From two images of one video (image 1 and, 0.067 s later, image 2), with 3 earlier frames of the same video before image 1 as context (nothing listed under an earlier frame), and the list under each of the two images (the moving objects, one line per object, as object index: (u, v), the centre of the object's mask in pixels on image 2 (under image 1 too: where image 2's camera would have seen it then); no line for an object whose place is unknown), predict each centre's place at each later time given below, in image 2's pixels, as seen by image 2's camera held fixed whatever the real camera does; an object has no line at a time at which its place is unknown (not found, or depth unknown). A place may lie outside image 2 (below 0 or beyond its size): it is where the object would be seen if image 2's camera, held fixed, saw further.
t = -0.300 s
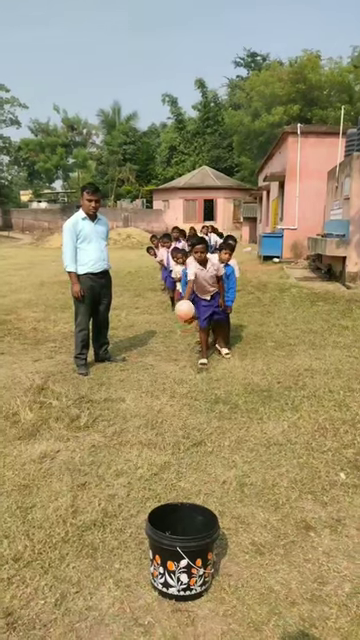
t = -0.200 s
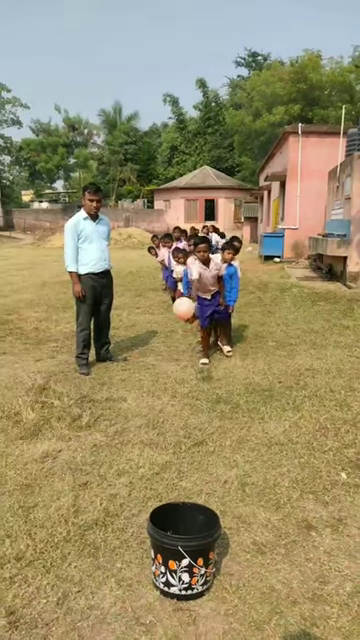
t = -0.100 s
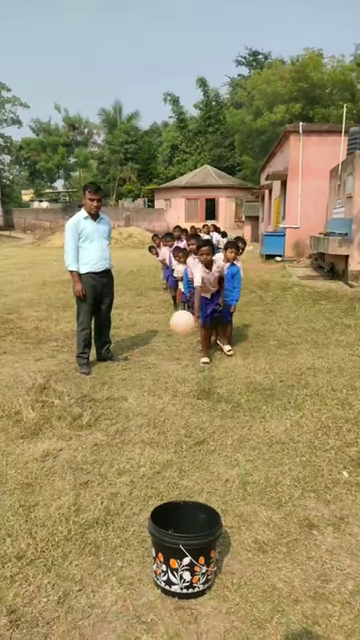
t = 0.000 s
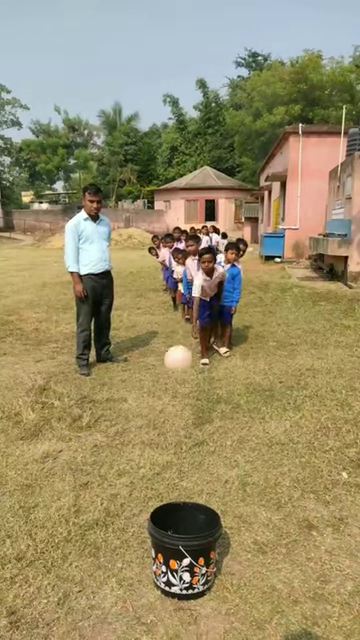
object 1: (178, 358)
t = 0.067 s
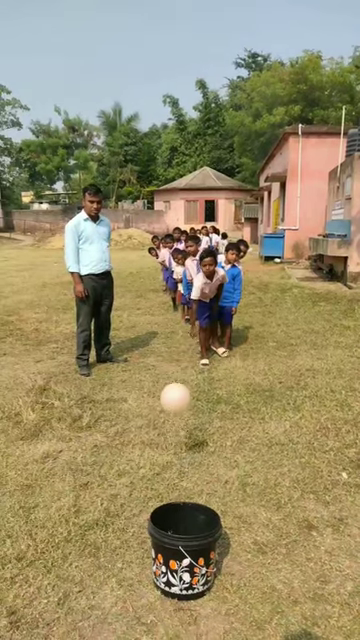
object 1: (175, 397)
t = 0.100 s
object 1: (173, 422)
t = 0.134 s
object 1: (172, 450)
